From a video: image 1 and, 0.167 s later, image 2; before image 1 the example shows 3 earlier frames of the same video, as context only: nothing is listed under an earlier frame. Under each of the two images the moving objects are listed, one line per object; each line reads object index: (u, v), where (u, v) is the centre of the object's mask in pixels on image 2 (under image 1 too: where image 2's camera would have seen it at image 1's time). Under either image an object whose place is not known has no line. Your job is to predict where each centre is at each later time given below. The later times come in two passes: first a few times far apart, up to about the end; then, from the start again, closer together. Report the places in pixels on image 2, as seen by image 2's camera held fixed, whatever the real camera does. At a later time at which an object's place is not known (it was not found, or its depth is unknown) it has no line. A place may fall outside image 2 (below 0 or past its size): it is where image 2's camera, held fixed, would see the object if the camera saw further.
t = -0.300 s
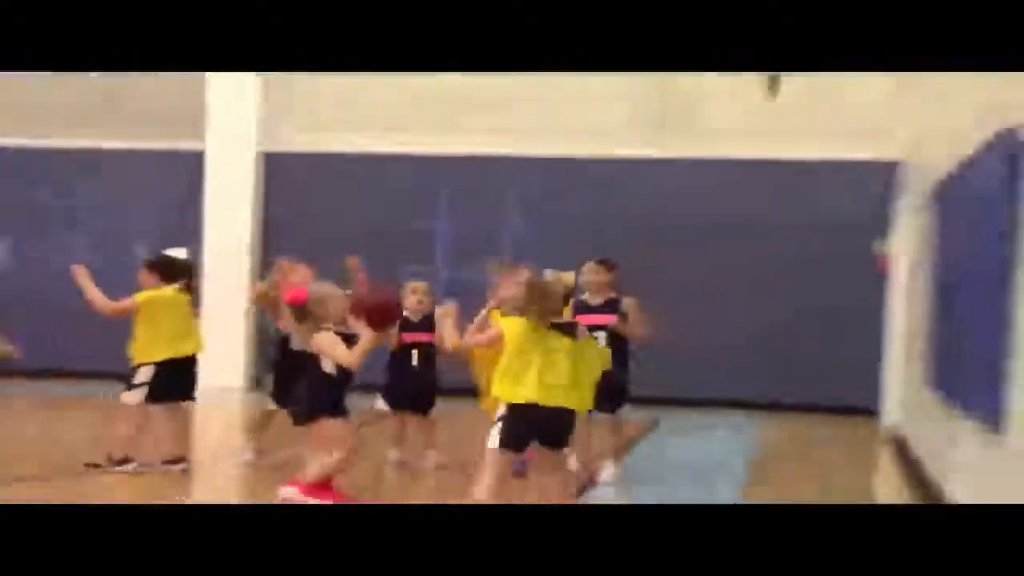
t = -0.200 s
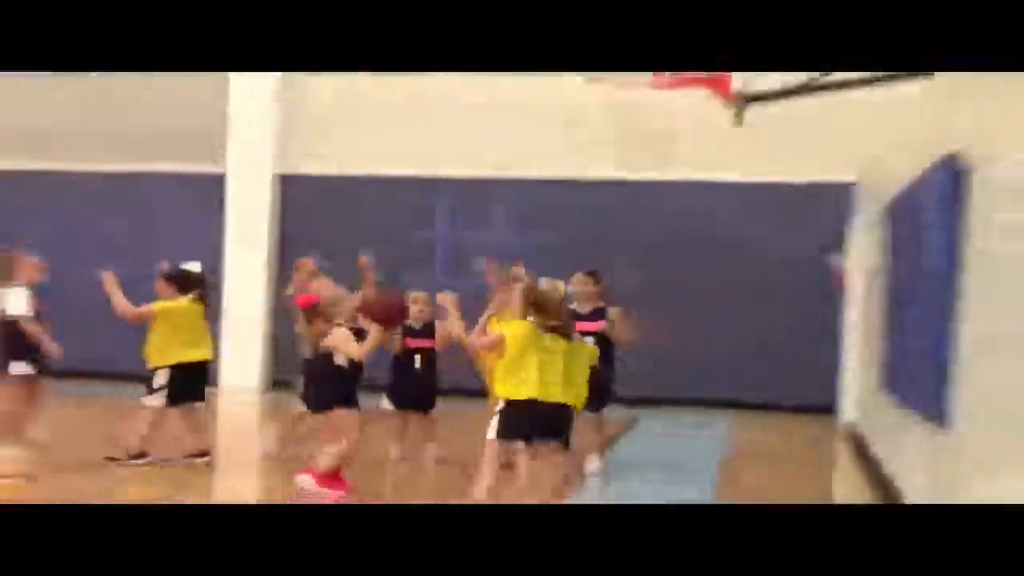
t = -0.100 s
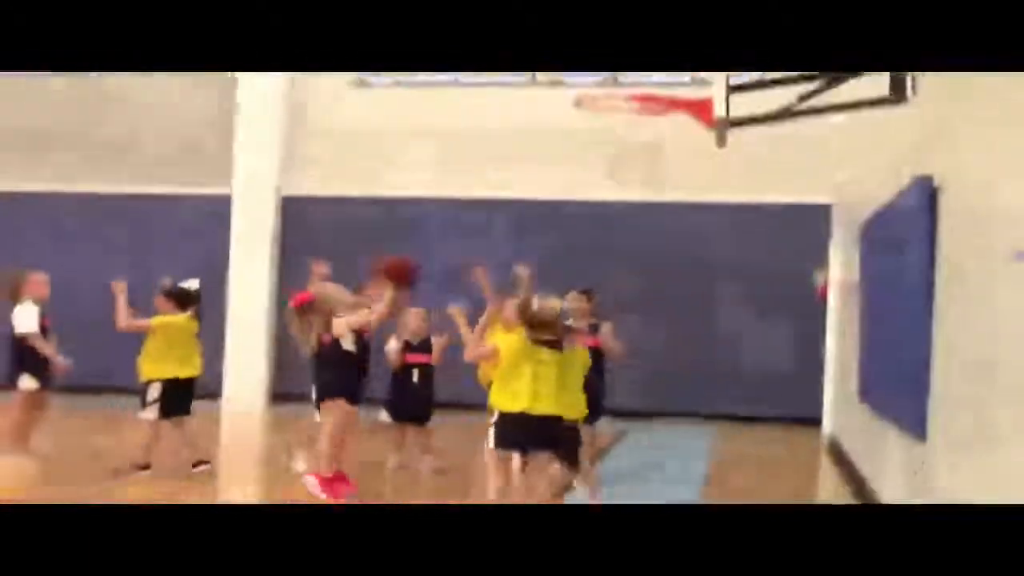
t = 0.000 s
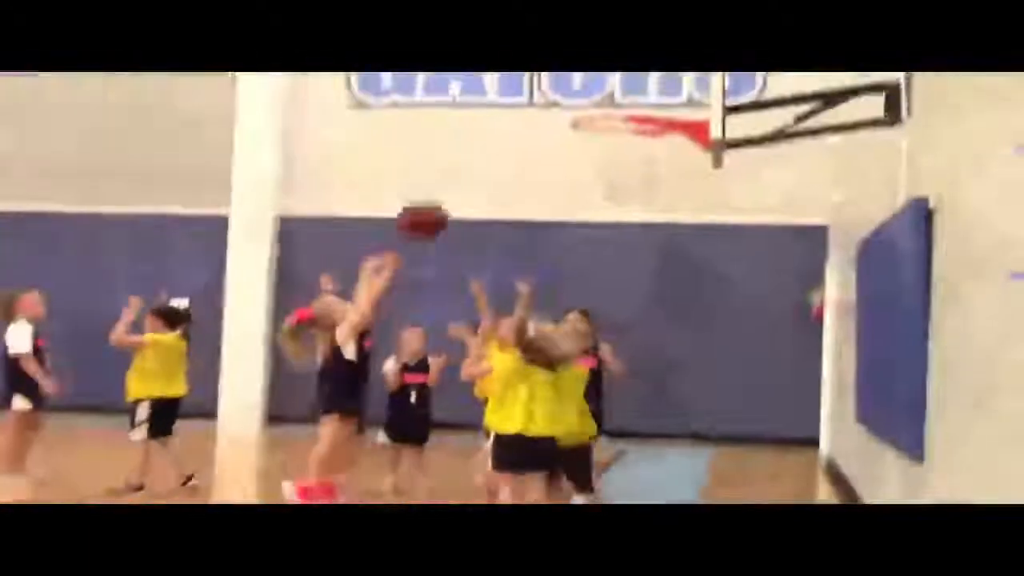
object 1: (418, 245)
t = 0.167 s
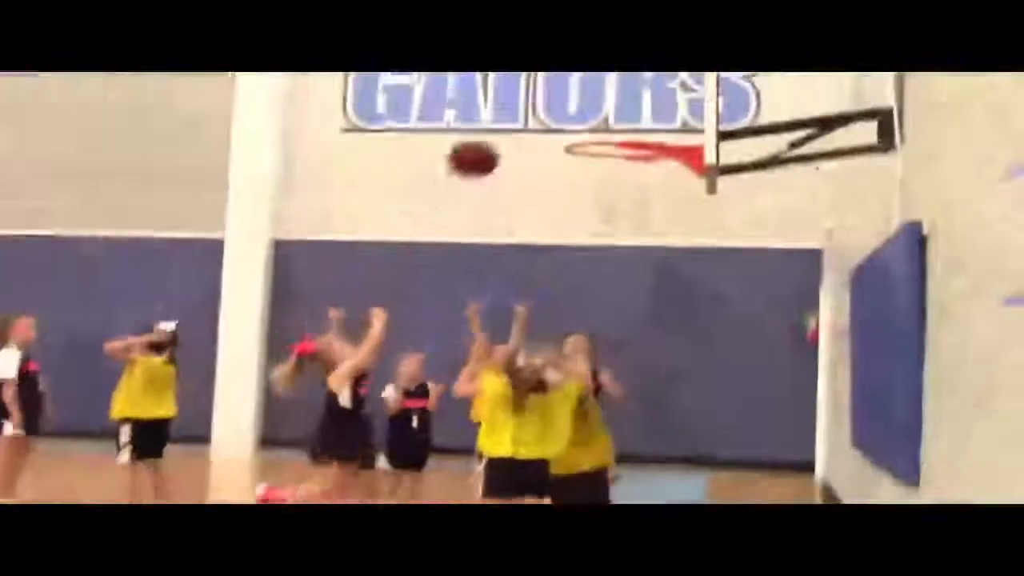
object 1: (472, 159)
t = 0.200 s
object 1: (484, 146)
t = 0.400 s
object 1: (548, 112)
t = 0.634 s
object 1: (611, 128)
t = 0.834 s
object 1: (644, 174)
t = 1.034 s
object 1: (642, 216)
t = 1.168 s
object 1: (629, 265)
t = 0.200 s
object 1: (484, 146)
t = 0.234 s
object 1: (495, 137)
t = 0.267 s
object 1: (505, 128)
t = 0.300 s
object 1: (516, 121)
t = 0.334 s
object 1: (526, 115)
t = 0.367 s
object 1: (538, 113)
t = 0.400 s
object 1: (548, 112)
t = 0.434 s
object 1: (560, 112)
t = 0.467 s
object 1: (569, 115)
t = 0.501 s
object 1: (579, 119)
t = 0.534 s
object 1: (590, 124)
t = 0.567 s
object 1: (599, 127)
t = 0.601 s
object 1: (604, 127)
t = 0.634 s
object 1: (611, 128)
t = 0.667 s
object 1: (616, 130)
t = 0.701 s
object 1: (622, 138)
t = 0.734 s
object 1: (630, 146)
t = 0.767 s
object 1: (635, 155)
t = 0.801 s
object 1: (640, 166)
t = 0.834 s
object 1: (644, 174)
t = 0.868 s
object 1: (647, 182)
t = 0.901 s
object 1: (648, 191)
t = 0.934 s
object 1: (648, 197)
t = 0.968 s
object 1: (646, 203)
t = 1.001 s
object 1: (644, 210)
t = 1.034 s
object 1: (642, 216)
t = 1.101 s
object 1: (636, 237)
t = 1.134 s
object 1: (630, 250)
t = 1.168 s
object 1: (629, 265)
